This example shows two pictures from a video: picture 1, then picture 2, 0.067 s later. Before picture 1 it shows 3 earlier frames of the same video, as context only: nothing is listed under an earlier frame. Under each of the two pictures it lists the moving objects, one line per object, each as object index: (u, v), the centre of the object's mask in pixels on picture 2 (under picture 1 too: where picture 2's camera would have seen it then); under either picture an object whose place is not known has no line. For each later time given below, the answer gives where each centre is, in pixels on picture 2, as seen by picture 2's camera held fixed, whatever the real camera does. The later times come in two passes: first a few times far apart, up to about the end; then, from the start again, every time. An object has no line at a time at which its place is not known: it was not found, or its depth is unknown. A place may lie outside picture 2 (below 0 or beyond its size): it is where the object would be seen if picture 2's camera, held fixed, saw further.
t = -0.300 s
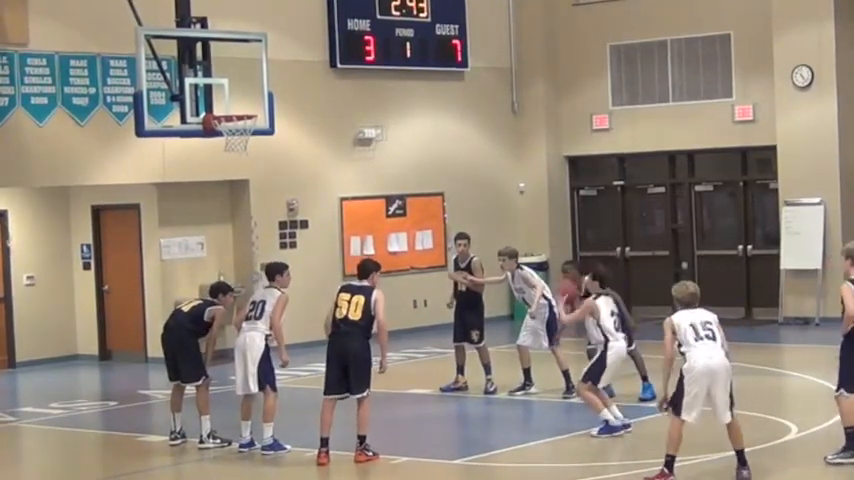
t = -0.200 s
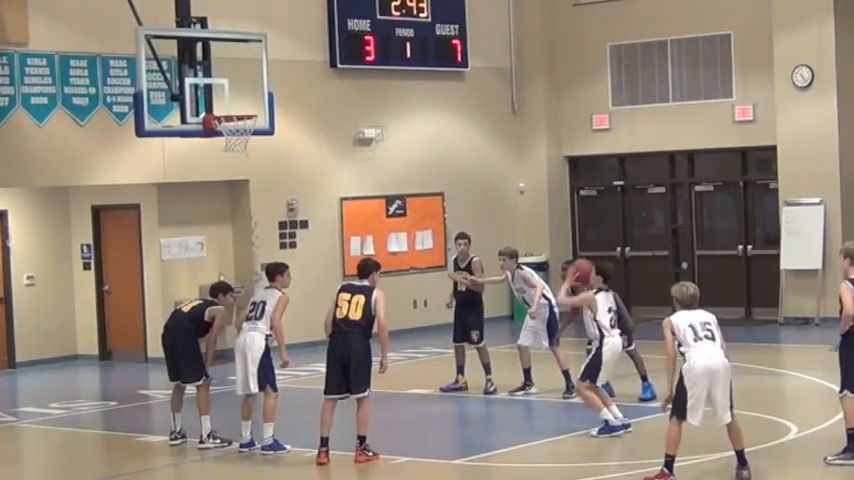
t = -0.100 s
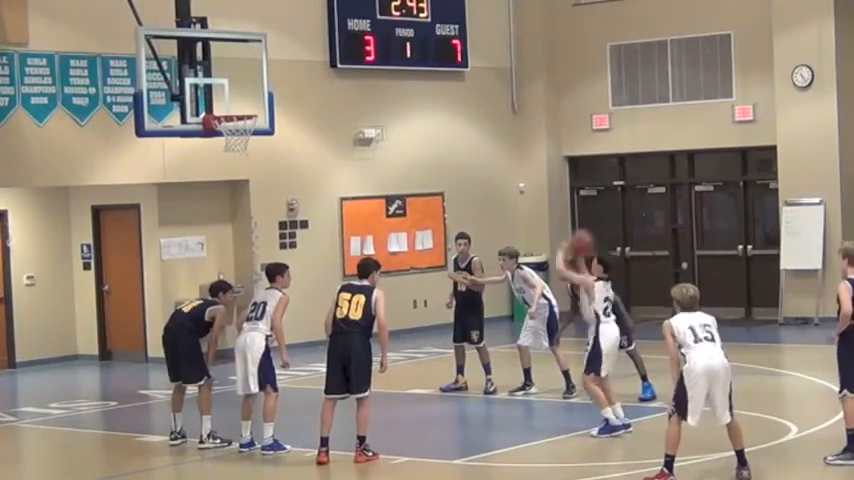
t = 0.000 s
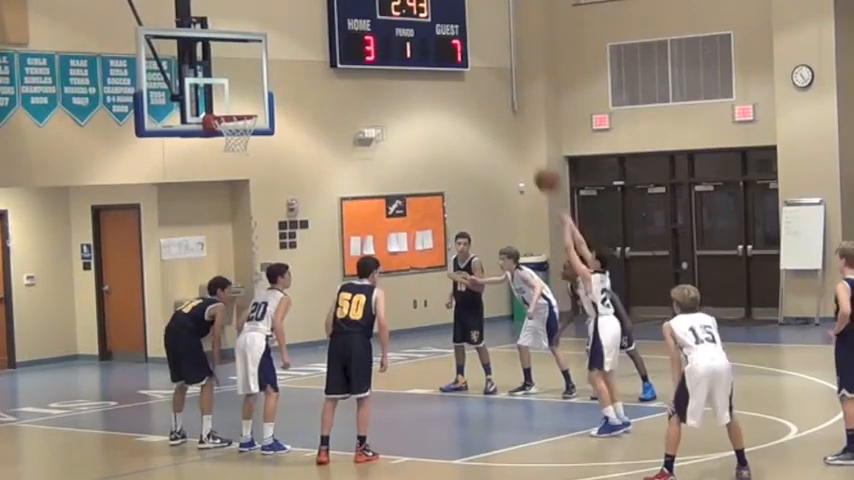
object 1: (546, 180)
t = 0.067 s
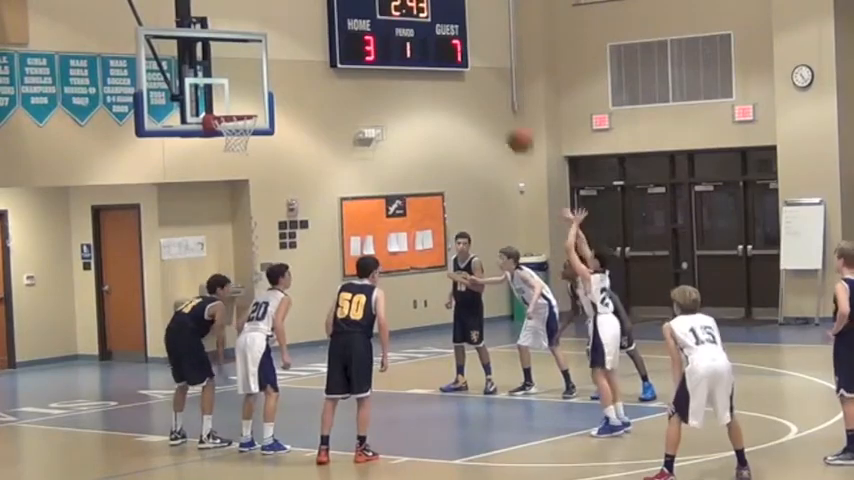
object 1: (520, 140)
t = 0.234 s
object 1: (456, 65)
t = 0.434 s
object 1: (388, 20)
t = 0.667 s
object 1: (315, 21)
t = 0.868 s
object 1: (259, 63)
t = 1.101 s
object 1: (249, 134)
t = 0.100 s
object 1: (507, 122)
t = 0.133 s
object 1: (494, 107)
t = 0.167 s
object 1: (482, 92)
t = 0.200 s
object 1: (469, 79)
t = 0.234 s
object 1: (456, 65)
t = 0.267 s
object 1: (445, 53)
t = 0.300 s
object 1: (434, 45)
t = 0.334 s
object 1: (423, 38)
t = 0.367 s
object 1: (411, 30)
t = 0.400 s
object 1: (400, 25)
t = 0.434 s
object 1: (388, 20)
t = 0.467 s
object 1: (376, 15)
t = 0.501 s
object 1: (366, 14)
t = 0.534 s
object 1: (356, 12)
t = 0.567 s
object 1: (346, 11)
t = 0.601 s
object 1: (335, 14)
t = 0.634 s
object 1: (324, 17)
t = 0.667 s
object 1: (315, 21)
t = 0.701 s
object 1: (306, 25)
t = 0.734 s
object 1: (296, 31)
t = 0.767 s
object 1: (287, 37)
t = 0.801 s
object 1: (278, 44)
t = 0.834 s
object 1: (268, 54)
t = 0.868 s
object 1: (259, 63)
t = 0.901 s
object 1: (251, 73)
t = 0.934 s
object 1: (243, 84)
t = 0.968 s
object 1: (234, 95)
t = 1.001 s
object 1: (226, 109)
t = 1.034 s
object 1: (227, 117)
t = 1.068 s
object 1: (239, 123)
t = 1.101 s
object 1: (249, 134)
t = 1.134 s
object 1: (256, 132)
